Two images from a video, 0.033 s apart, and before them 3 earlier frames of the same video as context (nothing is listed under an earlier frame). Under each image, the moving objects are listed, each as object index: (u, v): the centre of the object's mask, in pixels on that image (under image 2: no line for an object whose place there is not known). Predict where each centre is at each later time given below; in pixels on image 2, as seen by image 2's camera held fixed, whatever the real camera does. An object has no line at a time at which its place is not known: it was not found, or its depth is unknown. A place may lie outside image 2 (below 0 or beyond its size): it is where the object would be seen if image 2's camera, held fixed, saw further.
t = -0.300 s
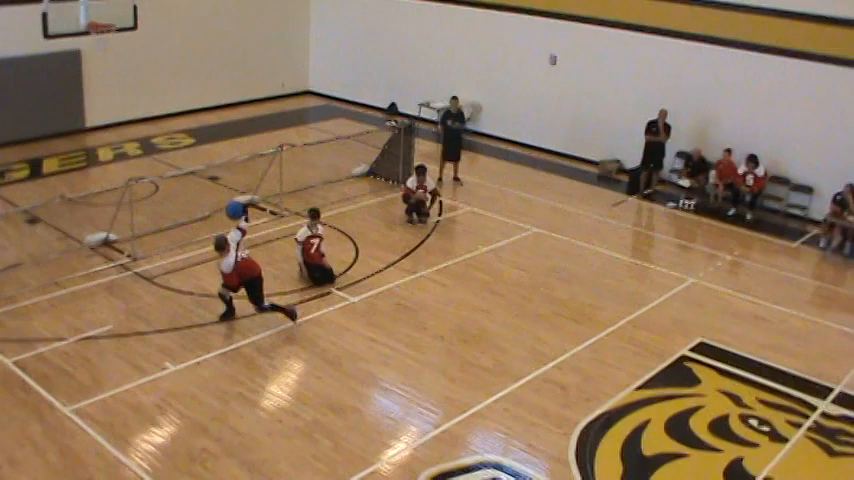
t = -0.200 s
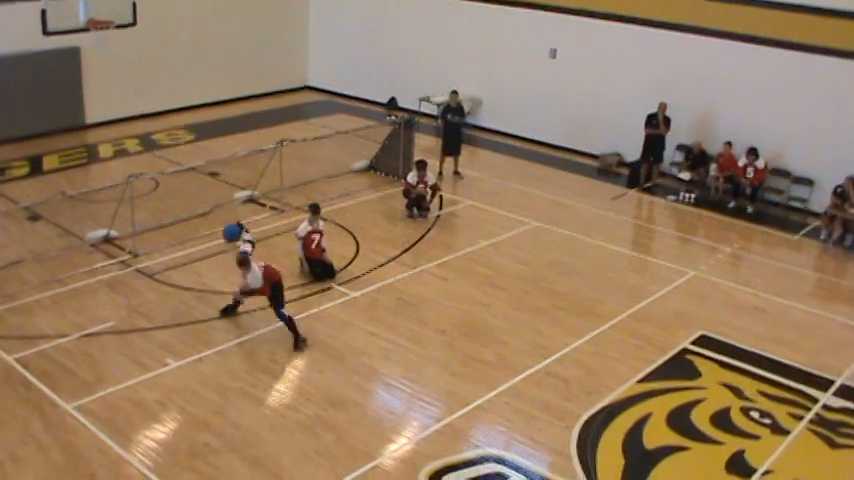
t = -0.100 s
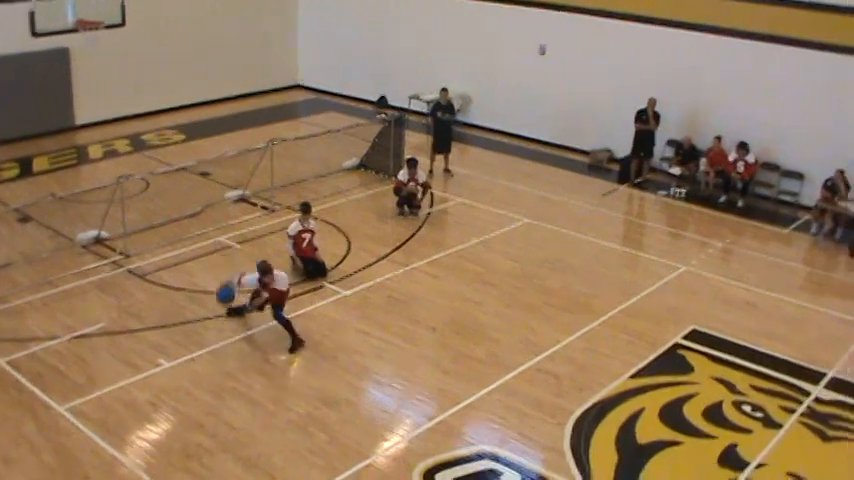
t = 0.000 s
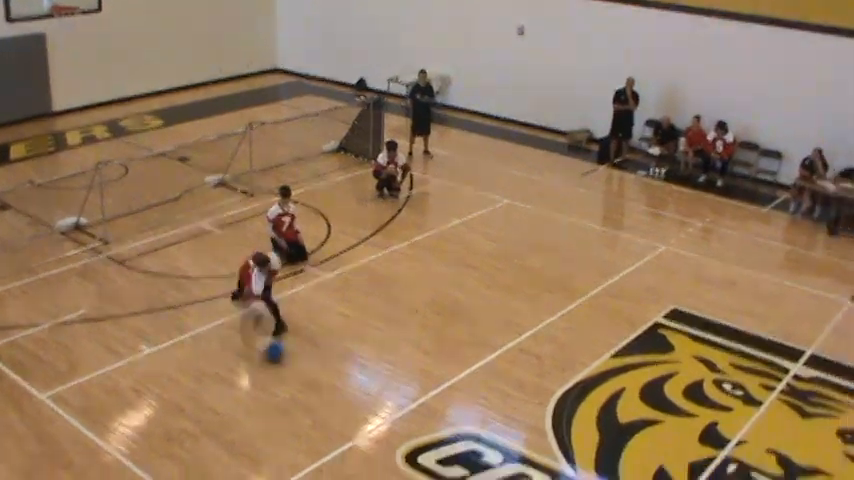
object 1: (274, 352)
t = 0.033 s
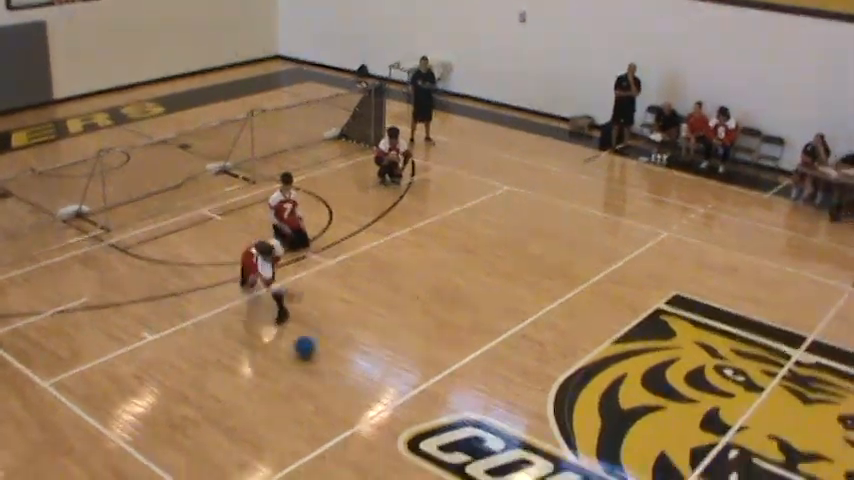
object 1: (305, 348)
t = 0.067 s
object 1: (331, 350)
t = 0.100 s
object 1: (359, 355)
